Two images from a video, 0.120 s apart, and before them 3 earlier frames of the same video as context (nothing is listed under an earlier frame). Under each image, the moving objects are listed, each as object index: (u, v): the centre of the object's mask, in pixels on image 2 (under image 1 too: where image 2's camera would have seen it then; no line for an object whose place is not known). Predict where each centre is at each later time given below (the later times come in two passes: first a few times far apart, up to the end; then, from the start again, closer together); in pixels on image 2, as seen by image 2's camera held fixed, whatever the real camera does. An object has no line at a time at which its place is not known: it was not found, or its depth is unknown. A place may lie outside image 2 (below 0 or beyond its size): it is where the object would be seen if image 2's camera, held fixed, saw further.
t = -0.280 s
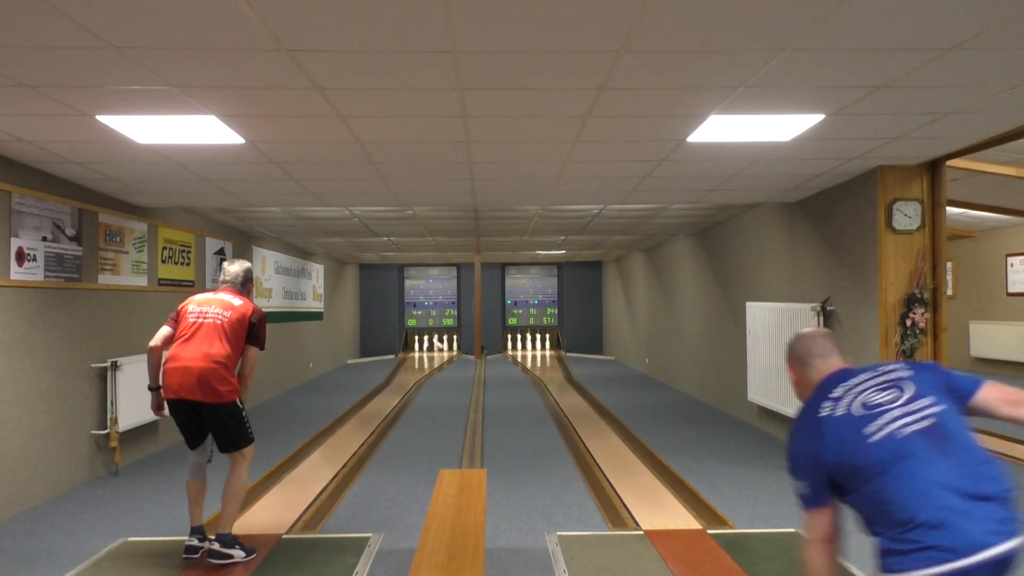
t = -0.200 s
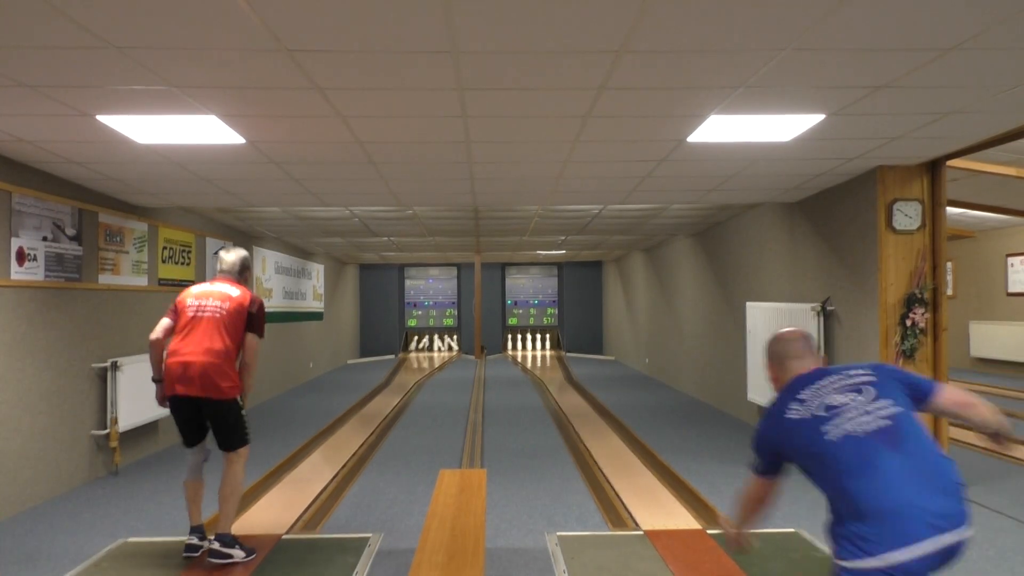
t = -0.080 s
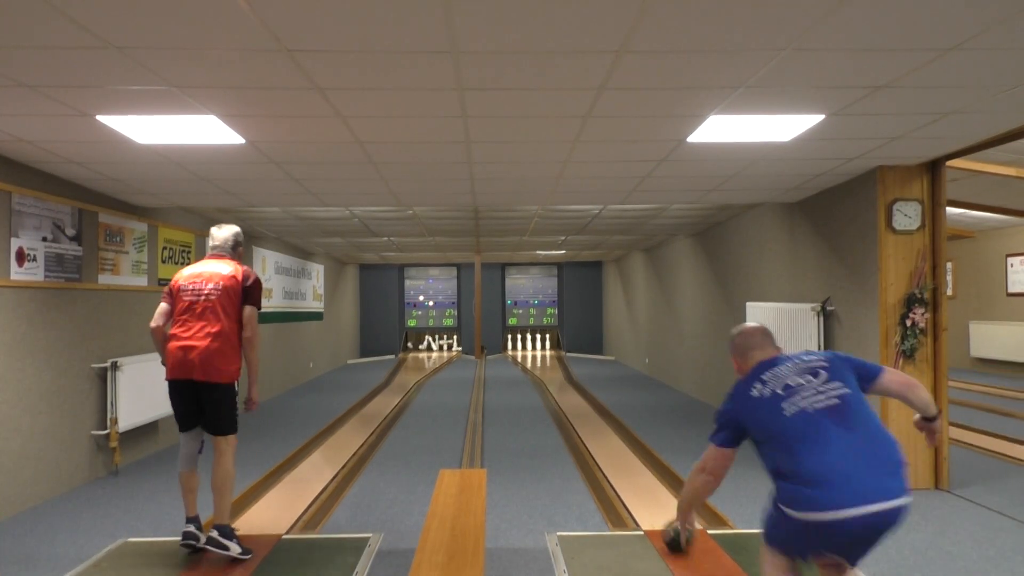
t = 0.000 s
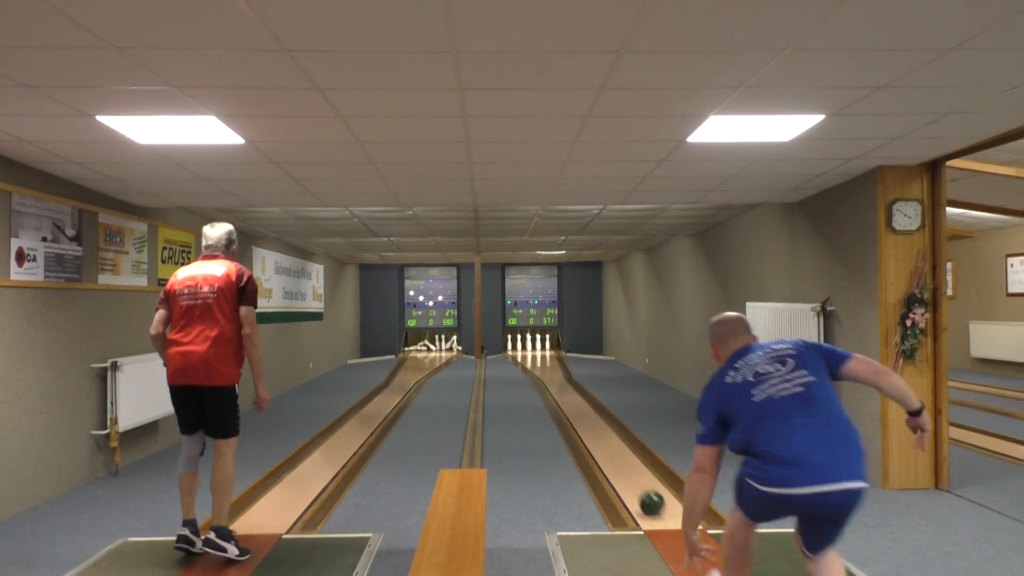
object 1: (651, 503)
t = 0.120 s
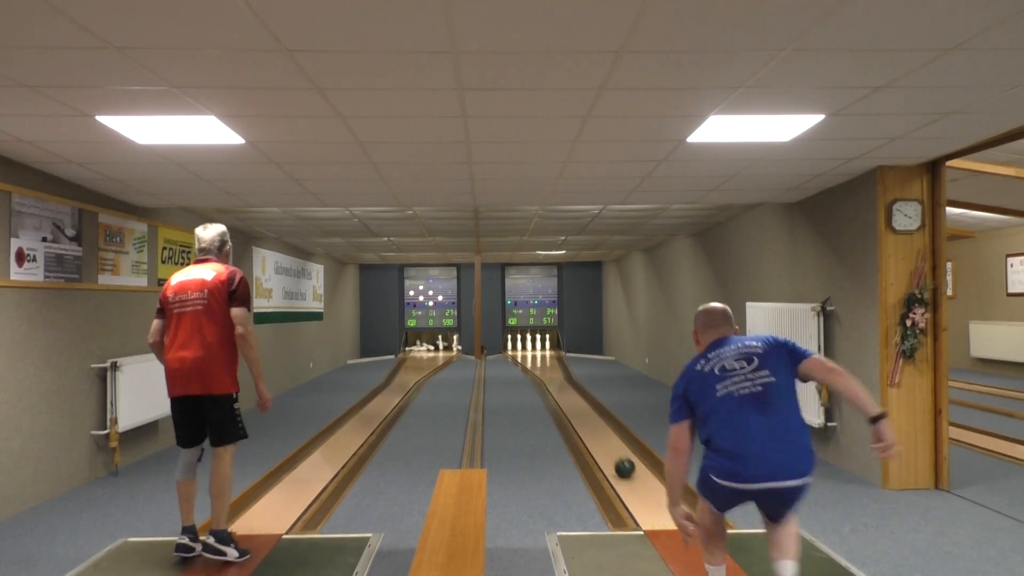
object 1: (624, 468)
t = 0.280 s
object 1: (601, 436)
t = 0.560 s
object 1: (577, 402)
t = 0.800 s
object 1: (563, 385)
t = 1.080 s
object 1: (552, 371)
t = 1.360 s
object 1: (544, 361)
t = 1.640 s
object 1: (538, 354)
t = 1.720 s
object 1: (536, 352)
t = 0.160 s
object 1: (617, 459)
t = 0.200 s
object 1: (611, 451)
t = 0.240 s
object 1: (606, 443)
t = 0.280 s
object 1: (601, 436)
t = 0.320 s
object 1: (597, 429)
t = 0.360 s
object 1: (591, 424)
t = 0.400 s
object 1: (587, 419)
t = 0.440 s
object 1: (585, 414)
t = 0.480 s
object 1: (582, 409)
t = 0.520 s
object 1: (579, 406)
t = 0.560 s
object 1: (577, 402)
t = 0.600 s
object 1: (574, 399)
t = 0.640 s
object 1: (571, 395)
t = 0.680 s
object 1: (569, 392)
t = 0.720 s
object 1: (567, 389)
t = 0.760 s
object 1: (565, 387)
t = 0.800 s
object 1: (563, 385)
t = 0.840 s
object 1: (561, 382)
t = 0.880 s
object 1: (560, 380)
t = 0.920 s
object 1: (558, 378)
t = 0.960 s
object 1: (557, 376)
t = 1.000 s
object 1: (555, 374)
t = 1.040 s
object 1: (554, 372)
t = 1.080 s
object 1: (552, 371)
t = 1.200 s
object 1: (549, 366)
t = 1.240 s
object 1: (548, 365)
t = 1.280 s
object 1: (546, 363)
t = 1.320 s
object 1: (545, 362)
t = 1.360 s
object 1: (544, 361)
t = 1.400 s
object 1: (543, 360)
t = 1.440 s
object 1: (542, 359)
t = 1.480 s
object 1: (541, 357)
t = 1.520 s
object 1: (541, 357)
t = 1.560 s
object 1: (539, 356)
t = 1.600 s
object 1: (539, 355)
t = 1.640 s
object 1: (538, 354)
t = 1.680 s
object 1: (536, 353)
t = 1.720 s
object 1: (536, 352)
